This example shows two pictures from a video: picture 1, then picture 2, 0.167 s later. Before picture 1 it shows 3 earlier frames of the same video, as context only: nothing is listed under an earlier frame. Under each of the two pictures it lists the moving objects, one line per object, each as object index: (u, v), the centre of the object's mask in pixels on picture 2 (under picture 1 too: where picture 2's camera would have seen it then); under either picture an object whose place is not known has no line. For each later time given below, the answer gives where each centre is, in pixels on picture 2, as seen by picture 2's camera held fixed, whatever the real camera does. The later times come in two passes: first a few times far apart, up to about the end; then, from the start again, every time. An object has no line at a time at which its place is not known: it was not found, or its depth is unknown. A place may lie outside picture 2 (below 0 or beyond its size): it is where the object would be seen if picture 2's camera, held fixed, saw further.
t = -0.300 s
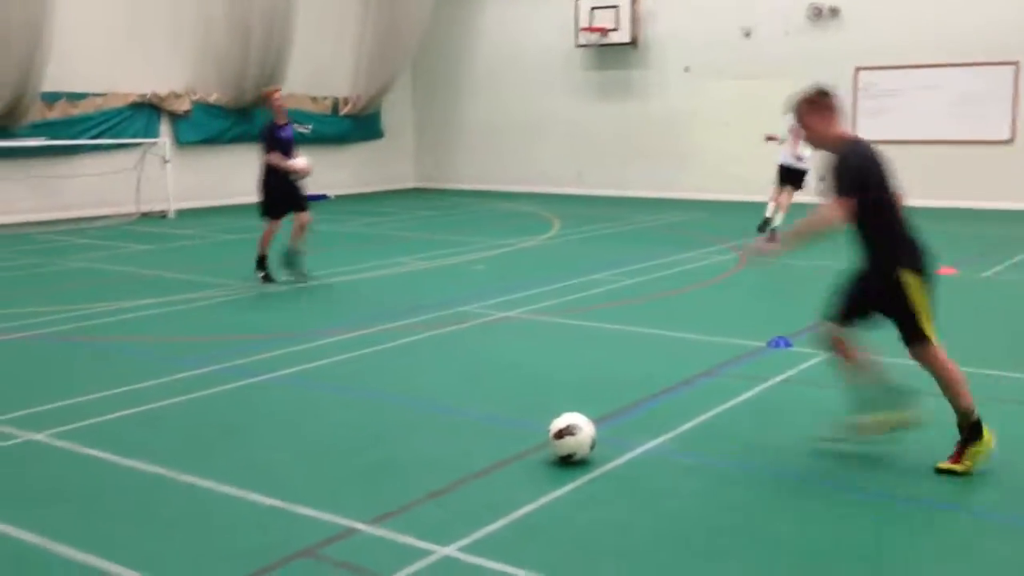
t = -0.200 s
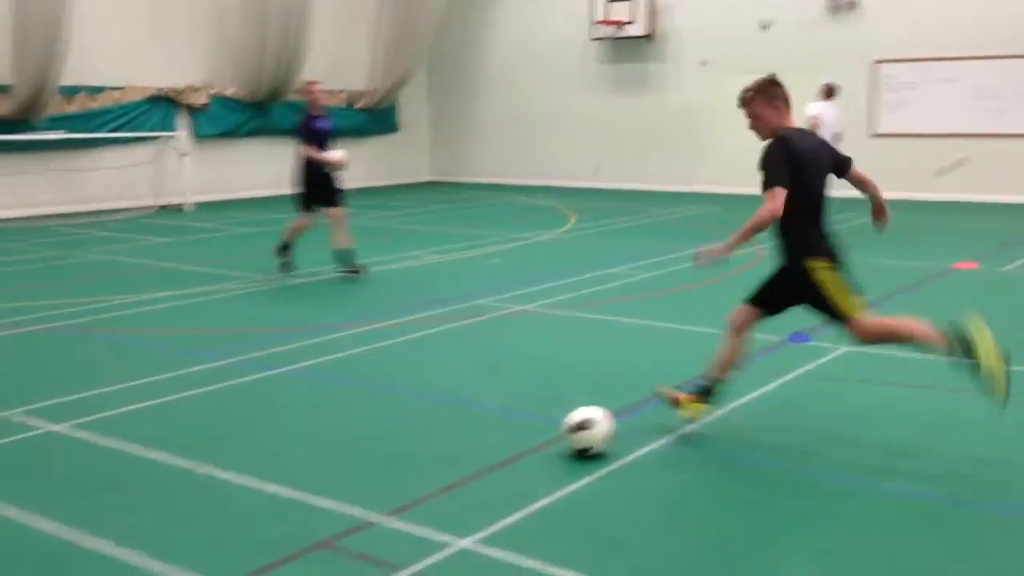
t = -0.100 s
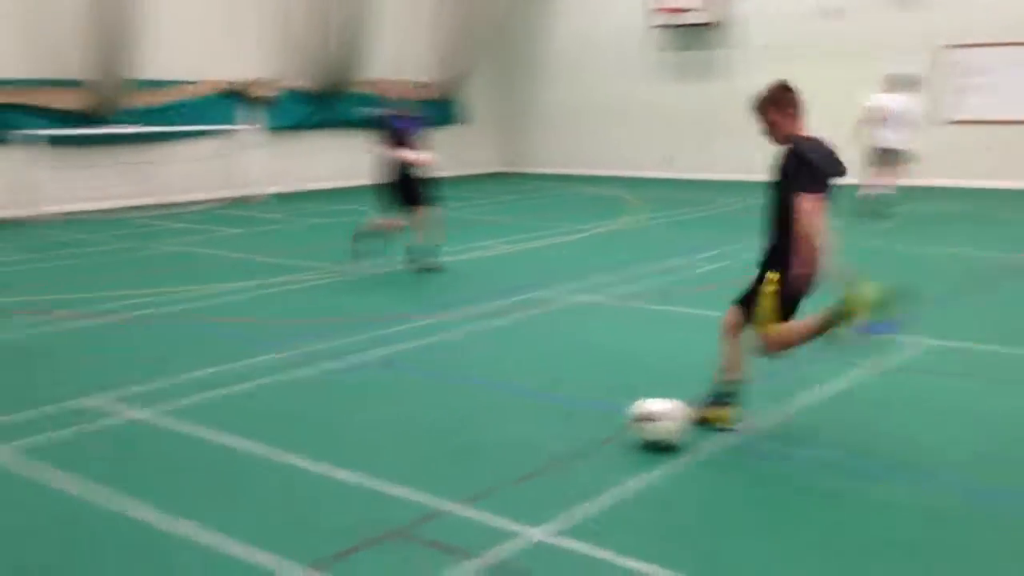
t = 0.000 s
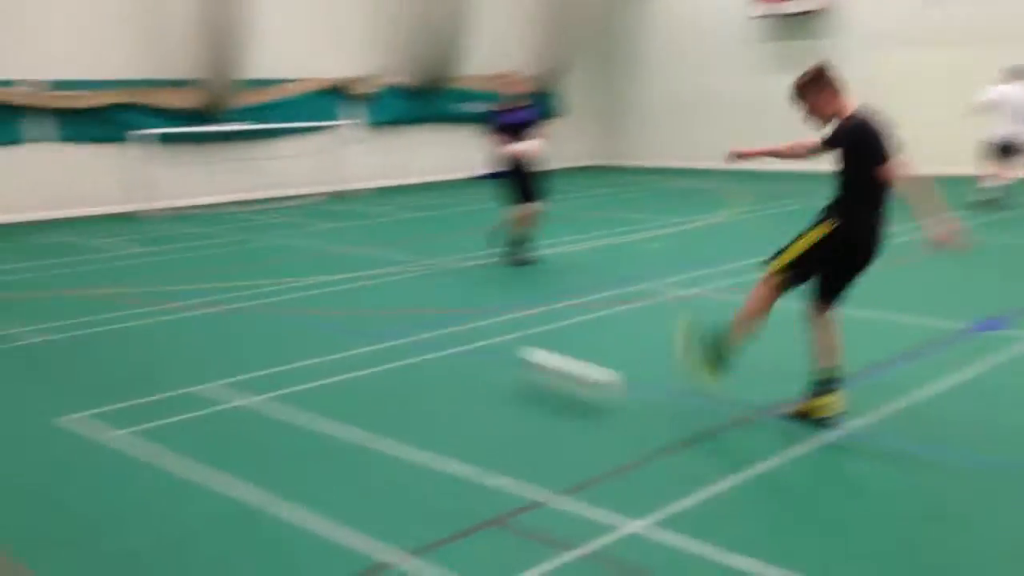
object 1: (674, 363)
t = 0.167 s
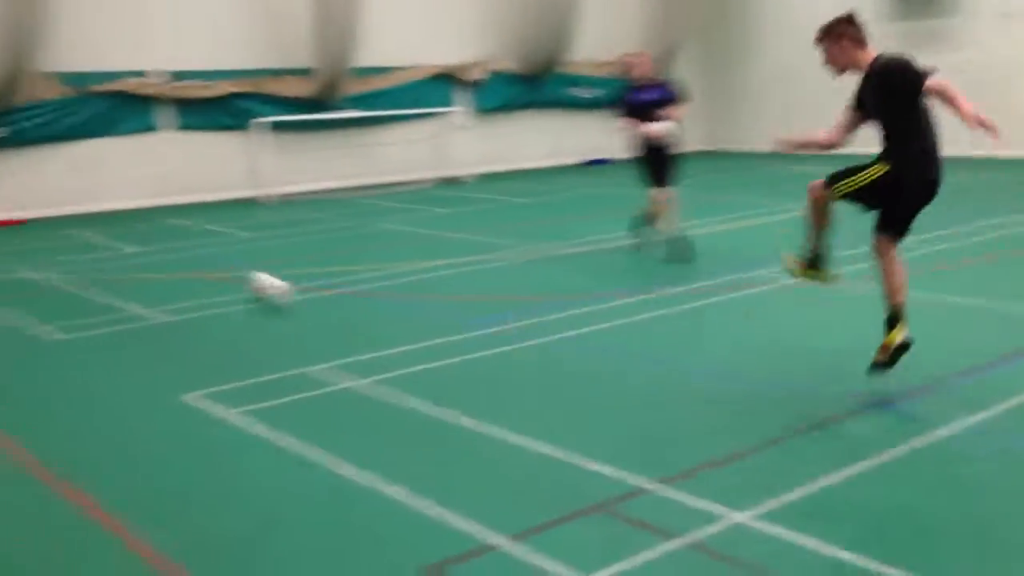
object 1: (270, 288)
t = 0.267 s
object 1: (141, 262)
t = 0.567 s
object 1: (-65, 222)
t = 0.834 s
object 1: (-38, 192)
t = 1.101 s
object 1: (33, 220)
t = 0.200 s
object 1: (220, 279)
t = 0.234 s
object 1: (179, 270)
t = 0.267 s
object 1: (141, 262)
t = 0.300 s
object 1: (107, 256)
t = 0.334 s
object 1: (77, 252)
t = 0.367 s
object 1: (51, 248)
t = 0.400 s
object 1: (28, 242)
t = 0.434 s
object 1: (6, 236)
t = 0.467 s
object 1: (-13, 231)
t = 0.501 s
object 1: (-32, 228)
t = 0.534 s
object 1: (-49, 226)
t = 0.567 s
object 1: (-65, 222)
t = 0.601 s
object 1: (-77, 220)
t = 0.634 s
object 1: (-75, 212)
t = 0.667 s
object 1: (-69, 209)
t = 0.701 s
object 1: (-63, 203)
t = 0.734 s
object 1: (-58, 200)
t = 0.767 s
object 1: (-52, 196)
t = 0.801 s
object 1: (-44, 194)
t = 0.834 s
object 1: (-38, 192)
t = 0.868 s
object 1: (-32, 192)
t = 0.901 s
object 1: (-25, 193)
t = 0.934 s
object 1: (-17, 194)
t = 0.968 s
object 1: (-7, 197)
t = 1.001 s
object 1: (2, 201)
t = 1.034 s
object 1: (11, 207)
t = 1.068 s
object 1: (20, 211)
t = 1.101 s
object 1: (33, 220)
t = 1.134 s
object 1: (44, 230)
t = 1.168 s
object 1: (58, 243)
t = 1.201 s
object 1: (71, 257)
